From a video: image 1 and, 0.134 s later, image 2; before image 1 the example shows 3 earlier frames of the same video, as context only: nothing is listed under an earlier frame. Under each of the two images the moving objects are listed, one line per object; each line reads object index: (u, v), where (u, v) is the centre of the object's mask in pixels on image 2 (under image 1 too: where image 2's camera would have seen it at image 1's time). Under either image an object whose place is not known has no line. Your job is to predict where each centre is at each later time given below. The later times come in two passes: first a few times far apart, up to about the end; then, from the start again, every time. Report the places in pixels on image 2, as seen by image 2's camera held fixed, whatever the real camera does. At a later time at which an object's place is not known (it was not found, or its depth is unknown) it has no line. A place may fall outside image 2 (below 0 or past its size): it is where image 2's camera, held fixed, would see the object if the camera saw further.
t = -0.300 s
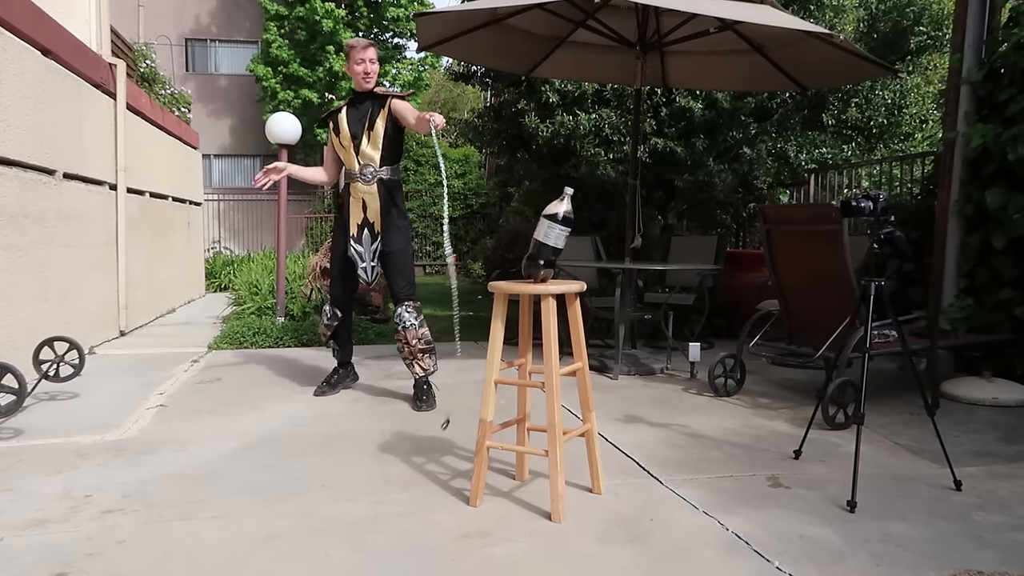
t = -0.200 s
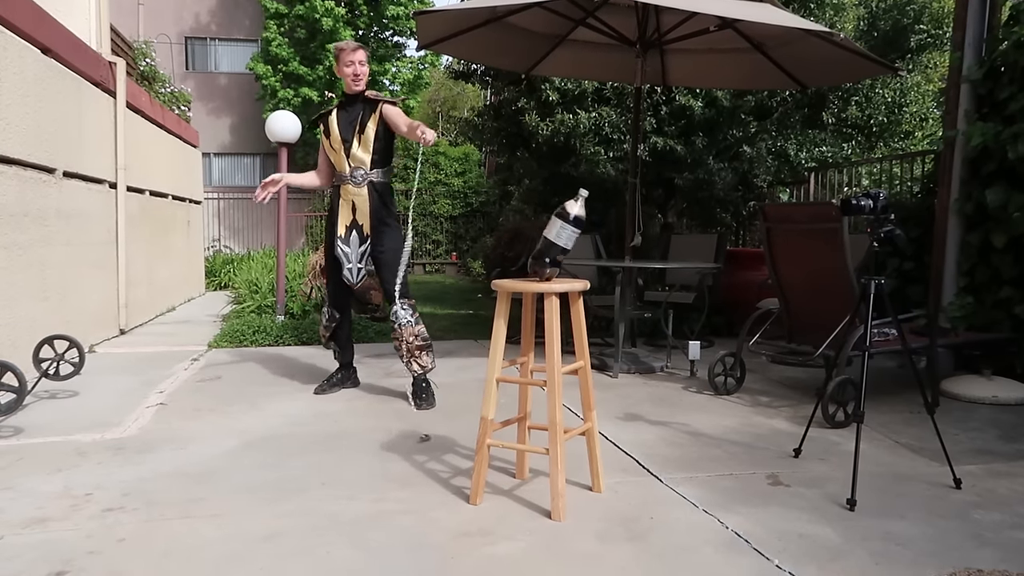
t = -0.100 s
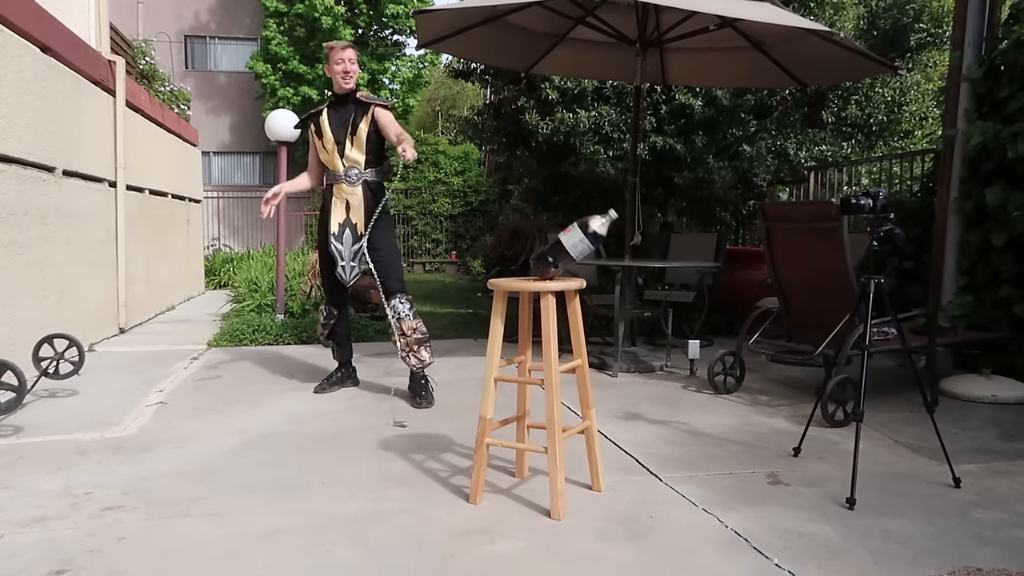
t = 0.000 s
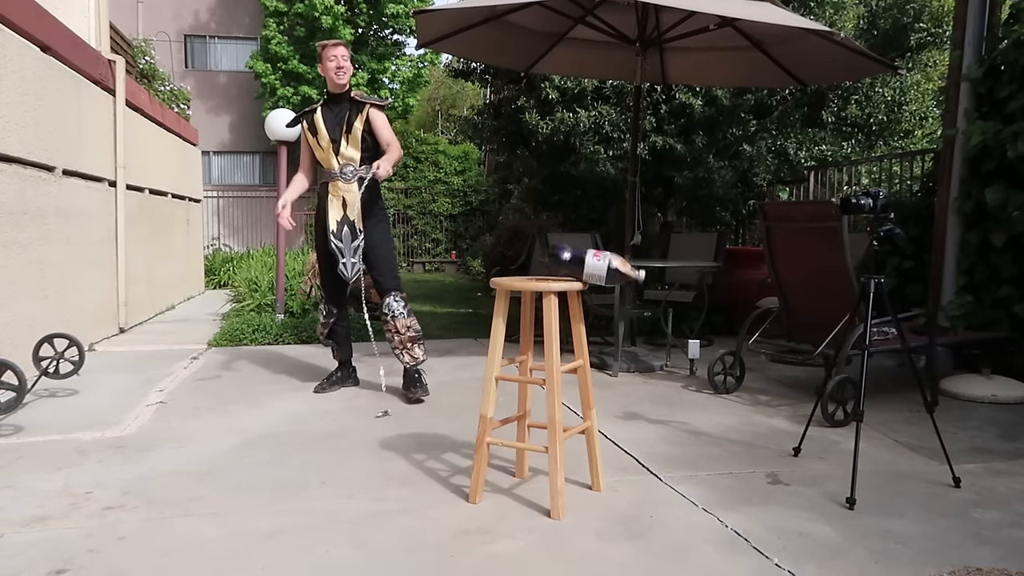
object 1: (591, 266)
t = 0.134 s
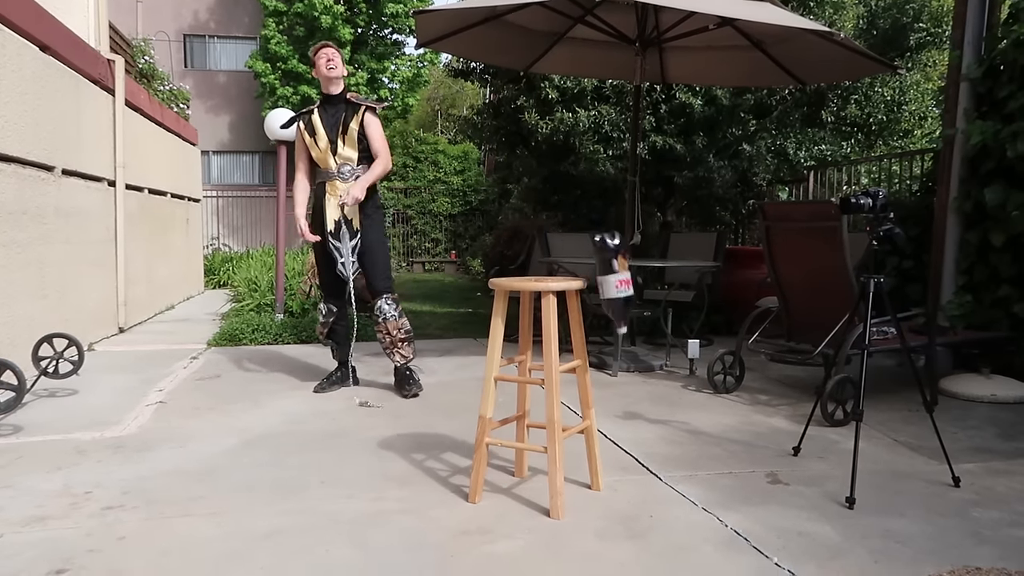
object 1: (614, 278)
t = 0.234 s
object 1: (634, 321)
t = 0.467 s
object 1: (669, 473)
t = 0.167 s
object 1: (620, 289)
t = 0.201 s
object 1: (626, 303)
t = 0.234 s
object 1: (634, 321)
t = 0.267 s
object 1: (642, 343)
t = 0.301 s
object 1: (648, 367)
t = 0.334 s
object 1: (656, 397)
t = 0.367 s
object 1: (662, 431)
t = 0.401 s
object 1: (668, 468)
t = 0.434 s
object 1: (670, 491)
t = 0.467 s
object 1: (669, 473)
